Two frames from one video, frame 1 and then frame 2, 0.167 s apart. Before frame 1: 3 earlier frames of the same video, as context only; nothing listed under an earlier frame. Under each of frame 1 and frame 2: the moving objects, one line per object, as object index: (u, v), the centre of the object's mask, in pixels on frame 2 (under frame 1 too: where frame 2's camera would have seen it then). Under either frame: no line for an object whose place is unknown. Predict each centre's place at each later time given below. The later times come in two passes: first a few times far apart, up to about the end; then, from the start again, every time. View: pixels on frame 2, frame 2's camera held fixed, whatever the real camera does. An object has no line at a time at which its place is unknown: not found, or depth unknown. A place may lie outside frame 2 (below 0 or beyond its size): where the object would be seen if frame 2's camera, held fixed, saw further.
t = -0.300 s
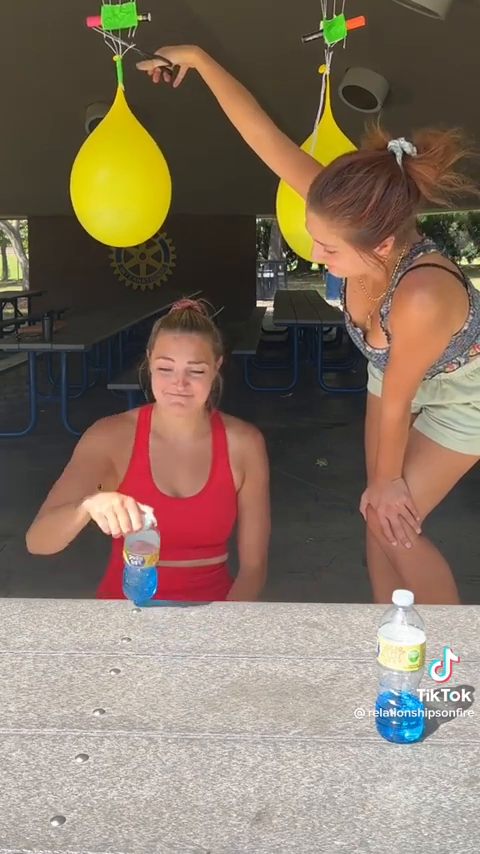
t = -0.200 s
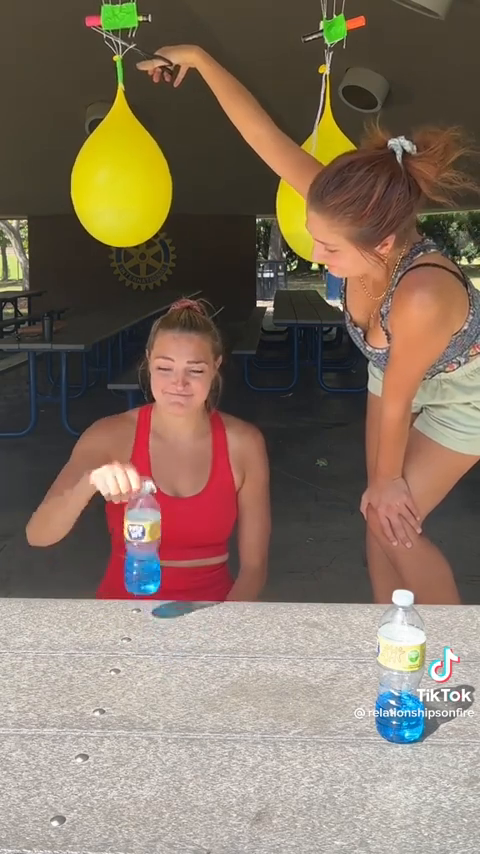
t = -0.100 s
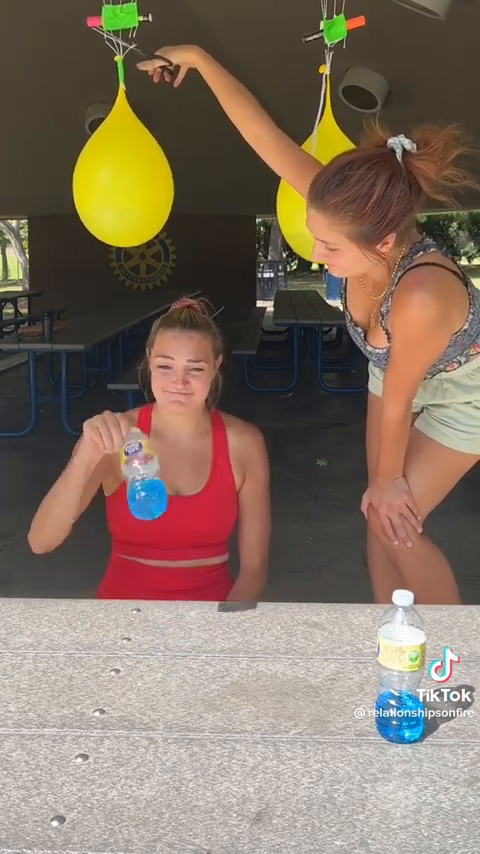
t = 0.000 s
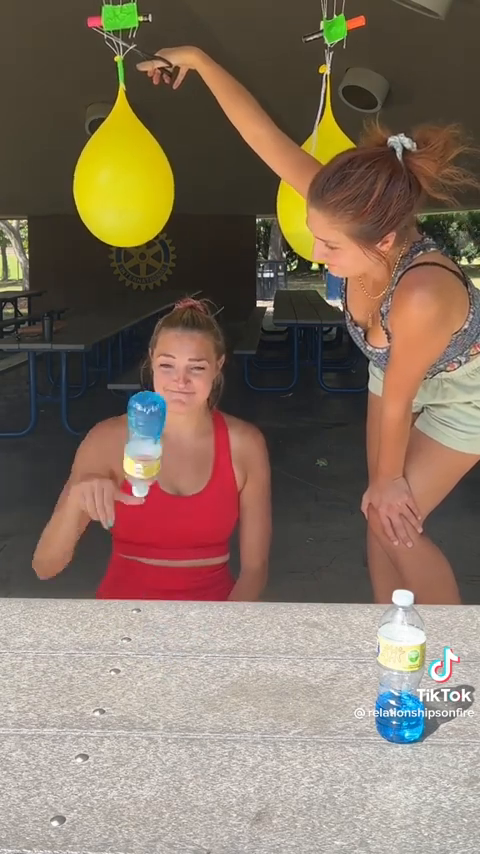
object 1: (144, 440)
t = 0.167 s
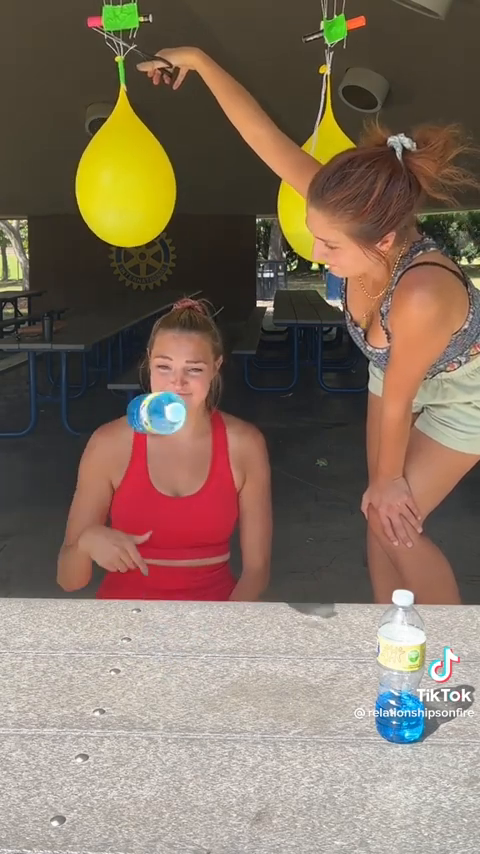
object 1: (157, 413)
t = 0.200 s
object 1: (156, 424)
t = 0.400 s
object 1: (160, 598)
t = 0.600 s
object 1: (166, 596)
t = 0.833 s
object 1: (165, 597)
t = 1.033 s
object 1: (165, 597)
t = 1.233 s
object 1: (165, 597)
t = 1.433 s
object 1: (165, 597)
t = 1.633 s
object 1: (165, 597)
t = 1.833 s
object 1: (165, 597)
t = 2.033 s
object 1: (165, 597)
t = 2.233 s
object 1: (166, 597)
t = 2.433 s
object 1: (165, 597)
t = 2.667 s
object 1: (165, 597)
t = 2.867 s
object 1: (165, 597)
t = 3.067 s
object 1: (165, 597)
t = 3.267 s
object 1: (165, 597)
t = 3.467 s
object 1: (165, 597)
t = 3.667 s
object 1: (166, 597)
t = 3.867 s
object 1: (166, 597)
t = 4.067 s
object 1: (165, 597)
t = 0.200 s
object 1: (156, 424)
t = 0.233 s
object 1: (157, 443)
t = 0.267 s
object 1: (158, 472)
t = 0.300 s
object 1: (159, 508)
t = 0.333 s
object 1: (158, 550)
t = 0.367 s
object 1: (158, 600)
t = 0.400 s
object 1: (160, 598)
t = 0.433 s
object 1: (159, 598)
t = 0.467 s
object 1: (159, 597)
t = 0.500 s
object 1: (161, 596)
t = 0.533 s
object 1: (164, 596)
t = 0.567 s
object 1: (165, 596)
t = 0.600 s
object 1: (166, 596)
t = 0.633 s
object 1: (165, 597)
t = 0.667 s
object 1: (165, 597)
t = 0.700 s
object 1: (166, 597)
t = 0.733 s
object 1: (165, 597)
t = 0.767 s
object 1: (165, 597)
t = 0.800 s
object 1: (165, 596)
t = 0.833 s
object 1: (165, 597)
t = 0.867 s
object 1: (166, 597)
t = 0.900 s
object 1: (165, 597)
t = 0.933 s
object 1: (165, 597)
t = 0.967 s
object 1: (165, 596)
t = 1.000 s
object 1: (165, 597)
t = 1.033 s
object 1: (165, 597)
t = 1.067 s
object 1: (165, 597)
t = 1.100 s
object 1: (165, 597)
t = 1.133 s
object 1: (166, 597)
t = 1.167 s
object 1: (165, 597)
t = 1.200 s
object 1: (165, 597)
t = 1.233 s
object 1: (165, 597)
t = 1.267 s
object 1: (165, 597)
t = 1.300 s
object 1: (165, 597)
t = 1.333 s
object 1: (165, 597)
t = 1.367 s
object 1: (165, 597)
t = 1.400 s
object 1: (165, 597)
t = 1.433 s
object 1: (165, 597)
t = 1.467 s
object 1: (165, 597)
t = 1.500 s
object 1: (165, 597)
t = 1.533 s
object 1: (165, 597)
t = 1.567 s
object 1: (165, 597)
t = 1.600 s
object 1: (165, 597)
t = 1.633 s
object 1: (165, 597)
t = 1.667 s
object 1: (165, 597)
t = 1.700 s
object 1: (165, 597)
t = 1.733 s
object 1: (165, 597)
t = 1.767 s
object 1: (165, 597)
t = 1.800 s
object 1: (165, 597)
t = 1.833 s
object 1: (165, 597)
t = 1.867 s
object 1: (165, 597)
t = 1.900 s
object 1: (165, 597)
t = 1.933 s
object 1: (165, 597)
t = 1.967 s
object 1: (165, 597)
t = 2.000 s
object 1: (165, 597)
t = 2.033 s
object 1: (165, 597)
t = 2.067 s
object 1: (165, 597)
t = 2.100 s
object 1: (165, 597)
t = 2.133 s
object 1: (165, 597)
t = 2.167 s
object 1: (165, 597)
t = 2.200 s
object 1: (165, 597)
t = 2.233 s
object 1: (166, 597)
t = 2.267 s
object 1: (166, 597)
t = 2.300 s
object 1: (165, 597)
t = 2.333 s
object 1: (165, 597)
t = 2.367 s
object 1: (165, 597)
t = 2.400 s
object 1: (165, 597)
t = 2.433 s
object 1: (165, 597)
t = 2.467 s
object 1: (165, 597)
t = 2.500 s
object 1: (166, 597)
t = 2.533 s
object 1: (165, 597)
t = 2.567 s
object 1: (165, 597)
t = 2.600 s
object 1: (165, 597)
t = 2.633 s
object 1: (165, 597)
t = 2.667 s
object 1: (165, 597)
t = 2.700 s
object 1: (165, 597)
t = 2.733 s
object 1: (165, 597)
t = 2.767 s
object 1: (165, 597)
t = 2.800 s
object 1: (165, 597)
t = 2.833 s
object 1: (165, 597)
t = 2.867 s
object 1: (165, 597)
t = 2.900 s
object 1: (165, 597)
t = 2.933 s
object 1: (165, 597)
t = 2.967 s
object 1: (165, 597)
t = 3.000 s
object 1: (165, 597)
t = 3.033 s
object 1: (165, 597)
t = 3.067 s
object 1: (165, 597)
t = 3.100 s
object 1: (165, 597)
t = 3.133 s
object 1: (165, 597)
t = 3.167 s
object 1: (165, 597)
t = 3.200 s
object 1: (165, 597)
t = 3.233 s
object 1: (165, 597)
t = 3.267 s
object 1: (165, 597)
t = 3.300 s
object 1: (165, 597)
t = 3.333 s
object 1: (165, 597)
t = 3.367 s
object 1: (165, 597)
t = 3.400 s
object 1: (165, 597)
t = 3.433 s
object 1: (165, 597)
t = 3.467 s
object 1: (165, 597)
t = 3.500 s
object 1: (165, 597)
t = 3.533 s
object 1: (165, 597)
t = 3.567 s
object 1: (165, 597)
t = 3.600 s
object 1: (165, 597)
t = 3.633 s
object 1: (165, 597)
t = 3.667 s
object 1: (166, 597)
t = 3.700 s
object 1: (166, 597)
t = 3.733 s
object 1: (165, 597)
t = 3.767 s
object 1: (166, 597)
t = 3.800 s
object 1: (166, 597)
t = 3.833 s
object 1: (166, 597)
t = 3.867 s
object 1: (166, 597)
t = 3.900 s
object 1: (165, 597)
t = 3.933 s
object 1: (165, 597)
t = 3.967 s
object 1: (165, 597)
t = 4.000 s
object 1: (166, 597)
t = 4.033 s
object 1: (165, 597)
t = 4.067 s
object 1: (165, 597)
